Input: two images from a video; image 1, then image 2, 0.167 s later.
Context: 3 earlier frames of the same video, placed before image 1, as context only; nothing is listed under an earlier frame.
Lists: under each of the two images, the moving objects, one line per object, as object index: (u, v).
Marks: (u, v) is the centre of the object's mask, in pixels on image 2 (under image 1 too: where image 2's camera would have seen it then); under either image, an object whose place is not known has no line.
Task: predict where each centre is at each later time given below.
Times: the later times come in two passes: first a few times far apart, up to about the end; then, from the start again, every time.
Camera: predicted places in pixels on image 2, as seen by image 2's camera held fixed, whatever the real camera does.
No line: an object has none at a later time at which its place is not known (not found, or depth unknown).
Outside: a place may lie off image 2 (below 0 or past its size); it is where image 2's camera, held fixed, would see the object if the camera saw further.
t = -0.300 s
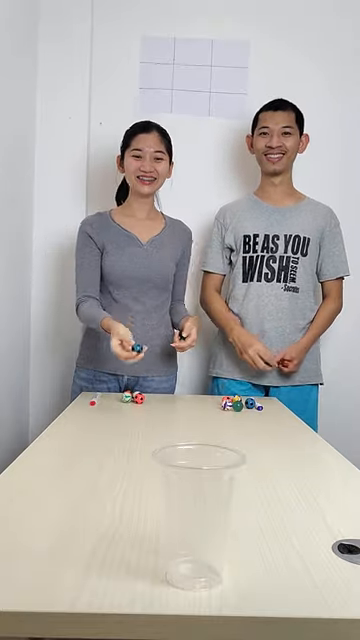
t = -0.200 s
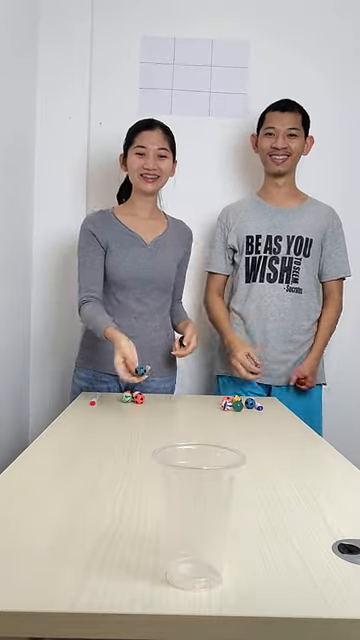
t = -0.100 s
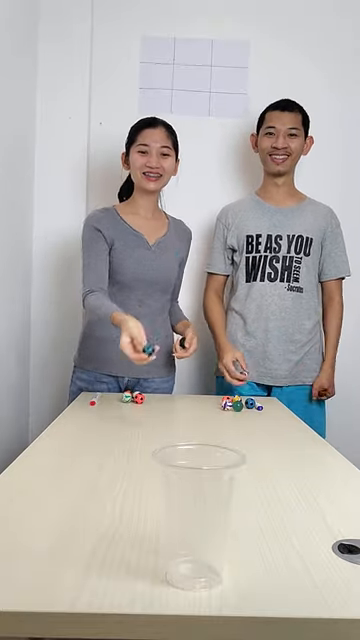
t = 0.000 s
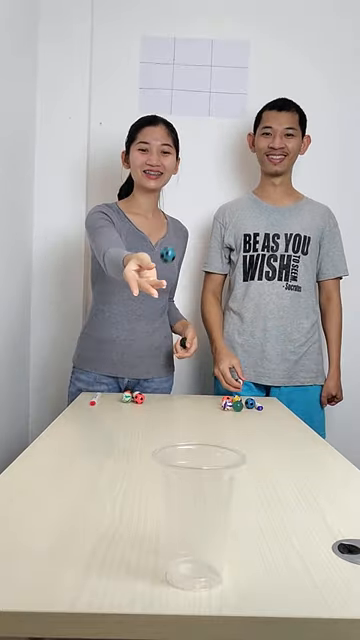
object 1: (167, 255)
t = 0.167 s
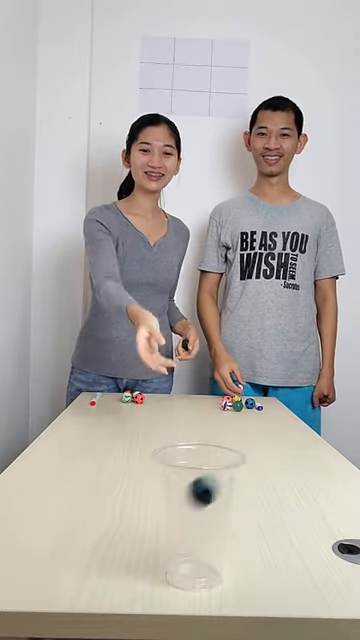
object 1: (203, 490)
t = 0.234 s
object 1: (188, 534)
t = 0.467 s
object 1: (210, 553)
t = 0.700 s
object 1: (197, 550)
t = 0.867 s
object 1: (186, 551)
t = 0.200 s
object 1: (210, 528)
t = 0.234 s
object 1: (188, 534)
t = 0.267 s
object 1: (190, 544)
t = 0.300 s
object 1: (194, 533)
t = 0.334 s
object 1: (193, 552)
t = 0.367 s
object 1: (191, 547)
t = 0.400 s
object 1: (199, 560)
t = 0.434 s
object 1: (187, 547)
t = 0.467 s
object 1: (210, 553)
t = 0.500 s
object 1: (187, 562)
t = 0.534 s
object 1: (183, 552)
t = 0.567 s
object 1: (207, 553)
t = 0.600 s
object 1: (202, 563)
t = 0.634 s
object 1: (185, 562)
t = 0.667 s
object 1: (183, 552)
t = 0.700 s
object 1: (197, 550)
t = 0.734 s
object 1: (210, 557)
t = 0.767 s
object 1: (201, 563)
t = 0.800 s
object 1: (188, 563)
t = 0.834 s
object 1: (181, 556)
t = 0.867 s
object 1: (186, 551)
